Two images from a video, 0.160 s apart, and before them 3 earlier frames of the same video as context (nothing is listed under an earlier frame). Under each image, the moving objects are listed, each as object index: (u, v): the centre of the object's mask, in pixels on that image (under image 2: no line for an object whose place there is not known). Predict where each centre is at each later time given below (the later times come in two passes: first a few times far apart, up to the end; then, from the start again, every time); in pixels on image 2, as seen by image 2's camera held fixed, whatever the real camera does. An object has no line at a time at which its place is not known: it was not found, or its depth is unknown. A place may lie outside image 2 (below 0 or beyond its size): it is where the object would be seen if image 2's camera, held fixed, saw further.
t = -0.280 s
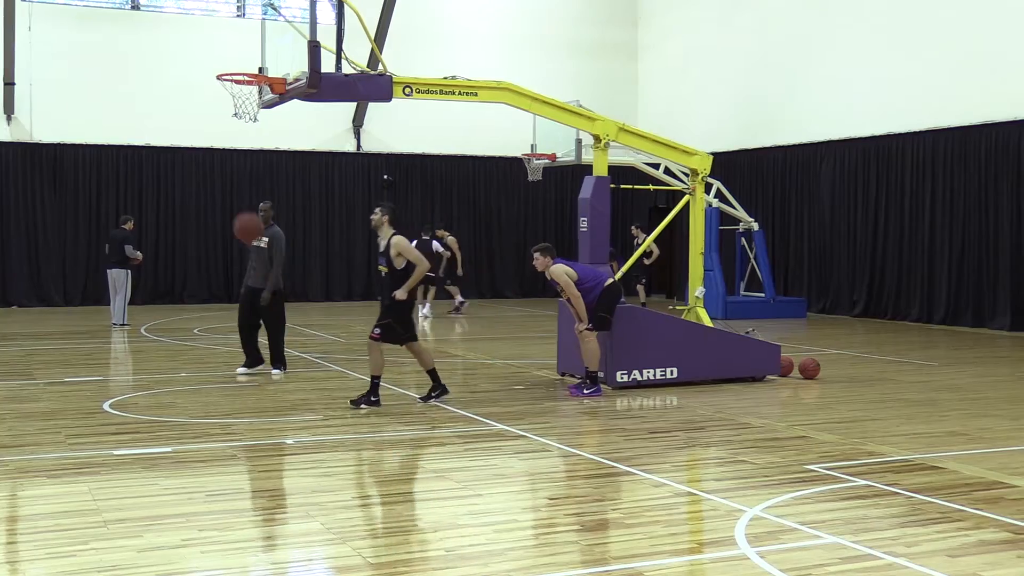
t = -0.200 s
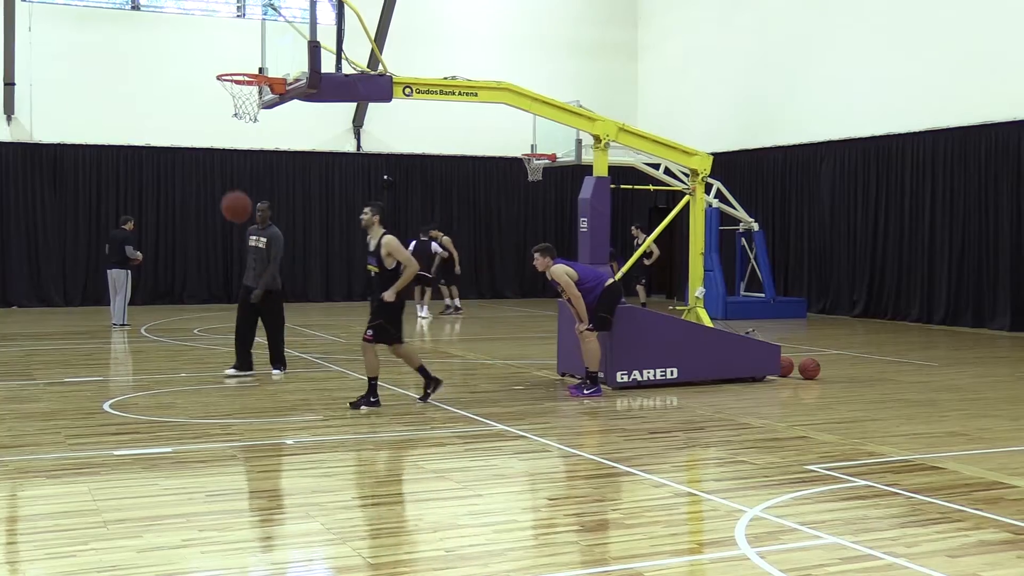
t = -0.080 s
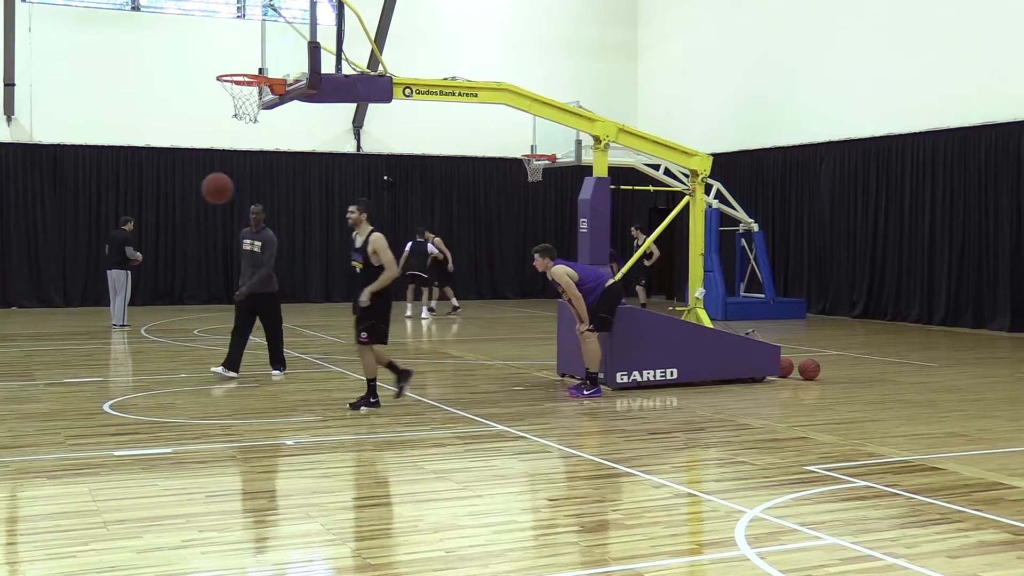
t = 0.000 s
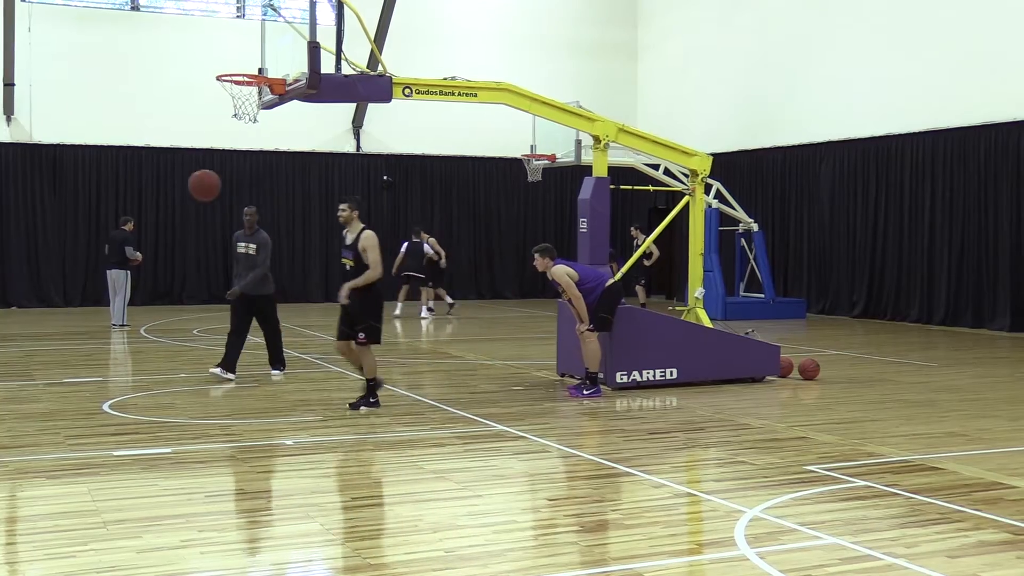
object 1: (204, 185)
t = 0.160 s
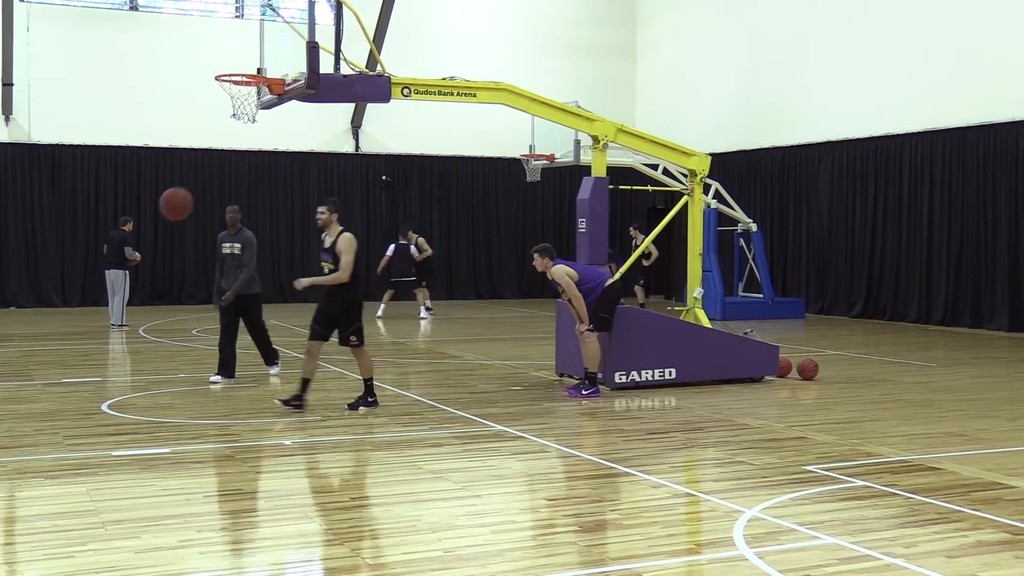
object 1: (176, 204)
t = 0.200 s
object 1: (169, 214)
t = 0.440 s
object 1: (127, 324)
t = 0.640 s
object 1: (92, 423)
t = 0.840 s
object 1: (65, 330)
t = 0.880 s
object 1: (59, 316)
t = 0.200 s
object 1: (169, 214)
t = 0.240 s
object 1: (162, 226)
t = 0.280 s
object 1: (155, 241)
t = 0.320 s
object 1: (148, 258)
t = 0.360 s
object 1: (142, 277)
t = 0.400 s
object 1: (135, 298)
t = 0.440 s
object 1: (127, 324)
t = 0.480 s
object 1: (119, 351)
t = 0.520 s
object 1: (111, 380)
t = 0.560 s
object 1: (104, 411)
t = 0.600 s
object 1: (97, 444)
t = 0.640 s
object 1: (92, 423)
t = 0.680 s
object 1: (87, 401)
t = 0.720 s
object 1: (81, 380)
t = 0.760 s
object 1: (76, 361)
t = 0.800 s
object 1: (70, 345)
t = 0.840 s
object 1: (65, 330)
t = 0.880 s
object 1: (59, 316)
